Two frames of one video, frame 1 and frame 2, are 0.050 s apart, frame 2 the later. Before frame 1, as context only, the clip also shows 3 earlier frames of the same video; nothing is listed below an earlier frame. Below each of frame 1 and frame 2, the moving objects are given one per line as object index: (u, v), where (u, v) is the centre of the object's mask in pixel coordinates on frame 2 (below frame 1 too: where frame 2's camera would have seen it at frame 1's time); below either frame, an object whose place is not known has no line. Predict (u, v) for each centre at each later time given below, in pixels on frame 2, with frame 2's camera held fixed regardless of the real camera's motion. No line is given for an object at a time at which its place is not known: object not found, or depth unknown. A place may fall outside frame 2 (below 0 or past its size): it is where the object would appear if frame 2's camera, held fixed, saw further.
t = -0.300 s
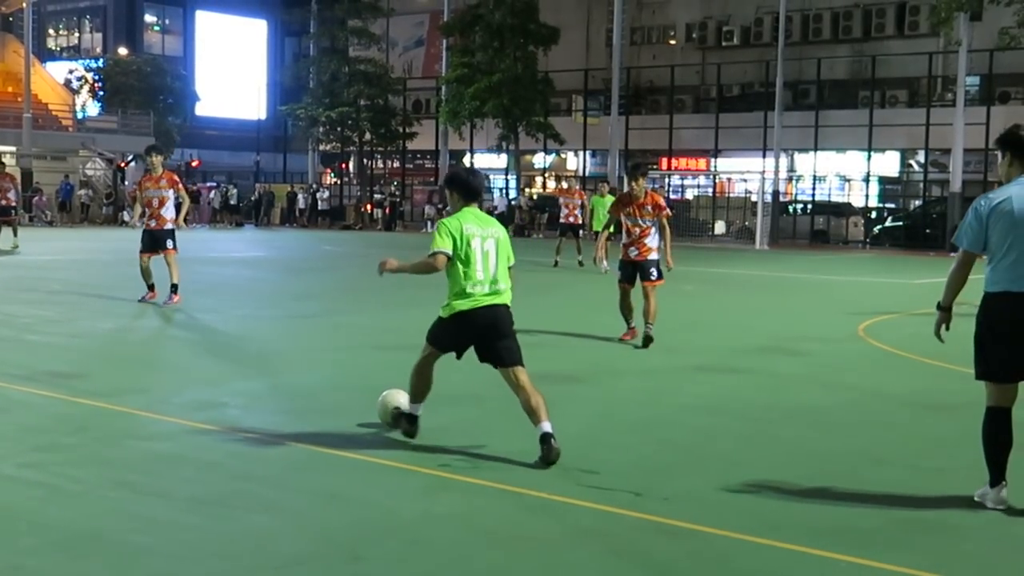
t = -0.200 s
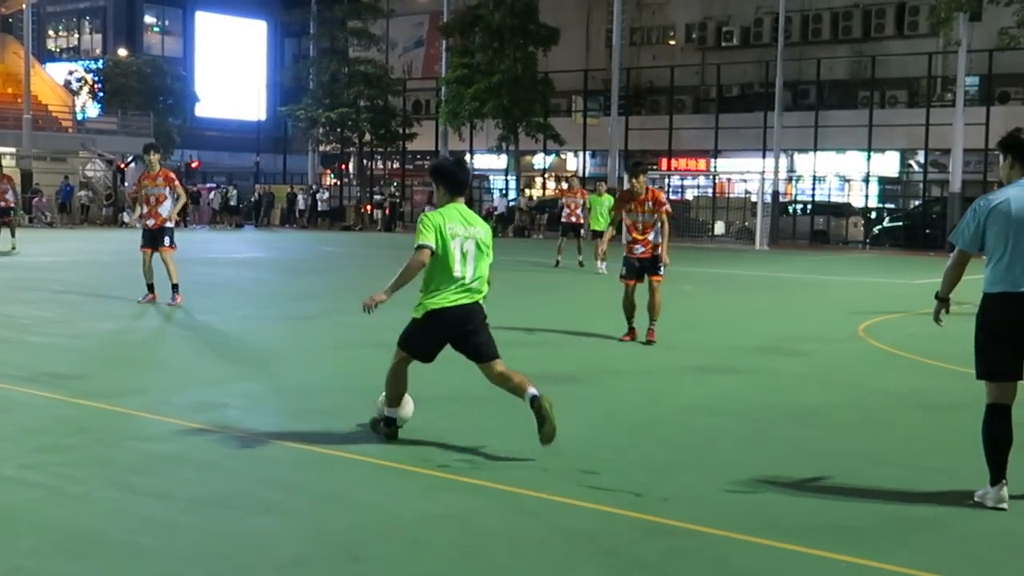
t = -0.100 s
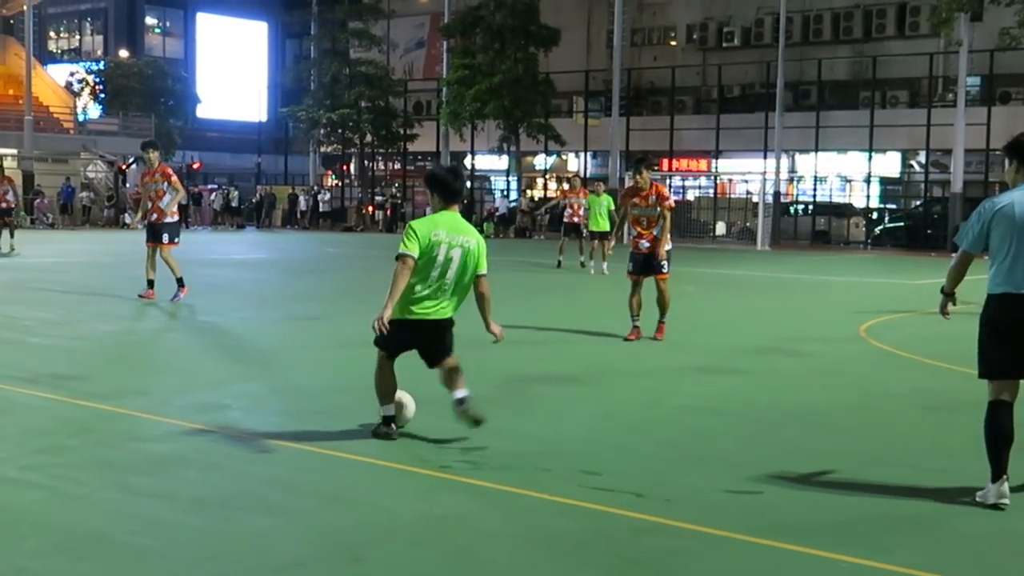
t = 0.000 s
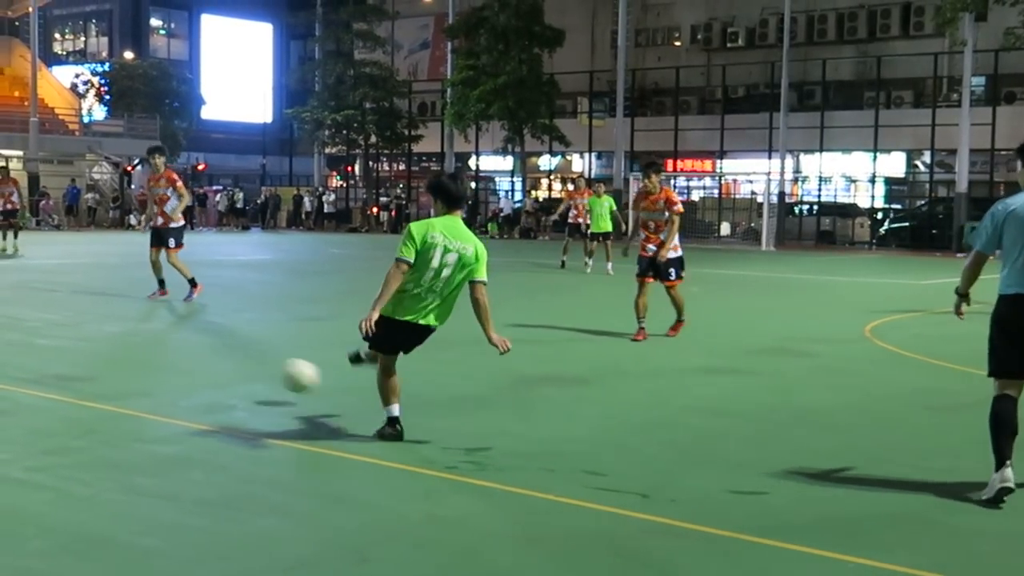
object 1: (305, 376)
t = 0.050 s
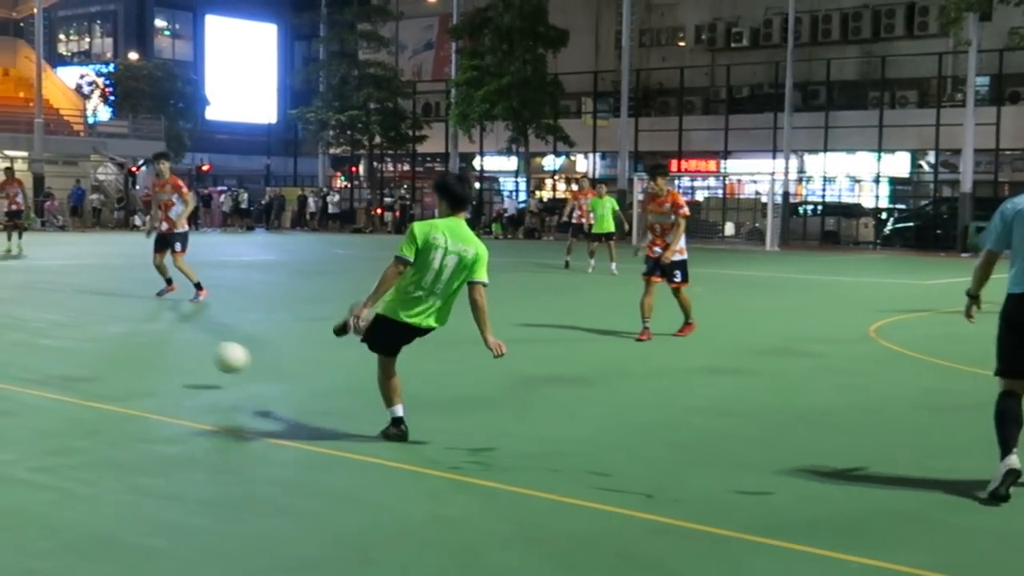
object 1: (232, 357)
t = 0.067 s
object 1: (209, 352)
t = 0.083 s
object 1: (187, 349)
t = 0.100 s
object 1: (166, 345)
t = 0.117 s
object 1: (147, 342)
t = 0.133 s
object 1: (127, 340)
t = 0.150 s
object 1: (108, 338)
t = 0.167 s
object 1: (91, 337)
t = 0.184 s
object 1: (74, 336)
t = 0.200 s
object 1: (58, 336)
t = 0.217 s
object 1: (42, 336)
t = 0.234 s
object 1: (28, 333)
